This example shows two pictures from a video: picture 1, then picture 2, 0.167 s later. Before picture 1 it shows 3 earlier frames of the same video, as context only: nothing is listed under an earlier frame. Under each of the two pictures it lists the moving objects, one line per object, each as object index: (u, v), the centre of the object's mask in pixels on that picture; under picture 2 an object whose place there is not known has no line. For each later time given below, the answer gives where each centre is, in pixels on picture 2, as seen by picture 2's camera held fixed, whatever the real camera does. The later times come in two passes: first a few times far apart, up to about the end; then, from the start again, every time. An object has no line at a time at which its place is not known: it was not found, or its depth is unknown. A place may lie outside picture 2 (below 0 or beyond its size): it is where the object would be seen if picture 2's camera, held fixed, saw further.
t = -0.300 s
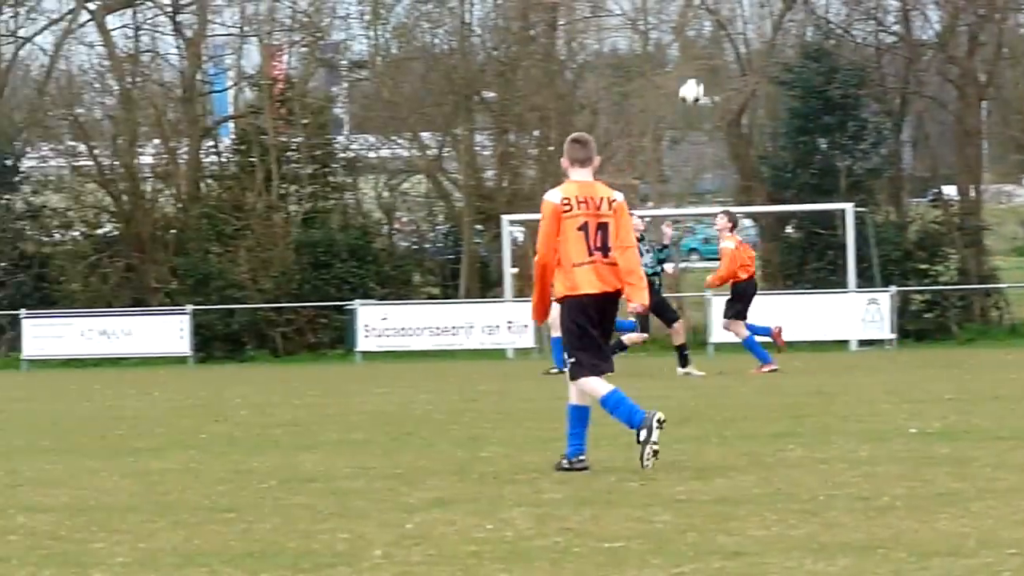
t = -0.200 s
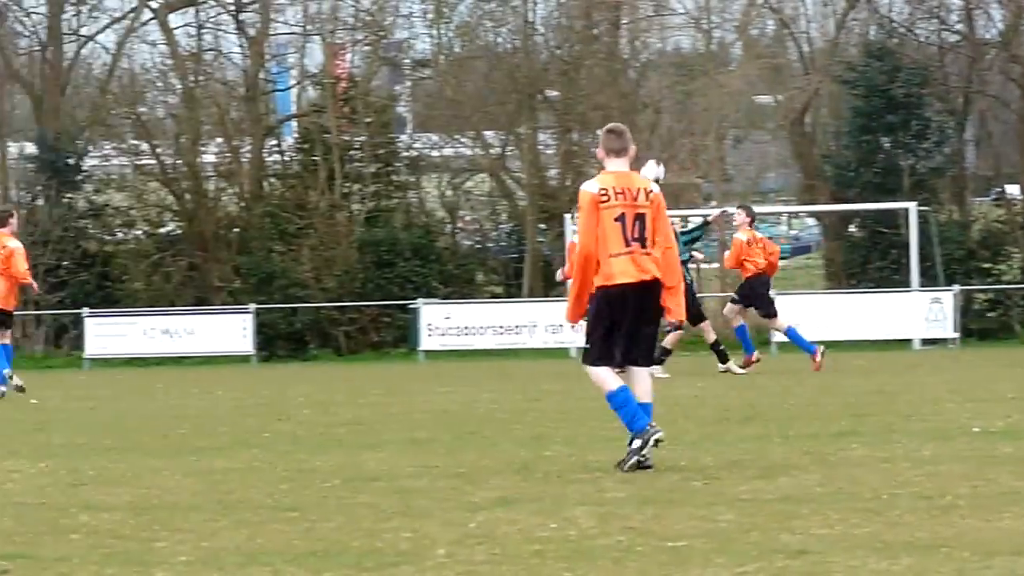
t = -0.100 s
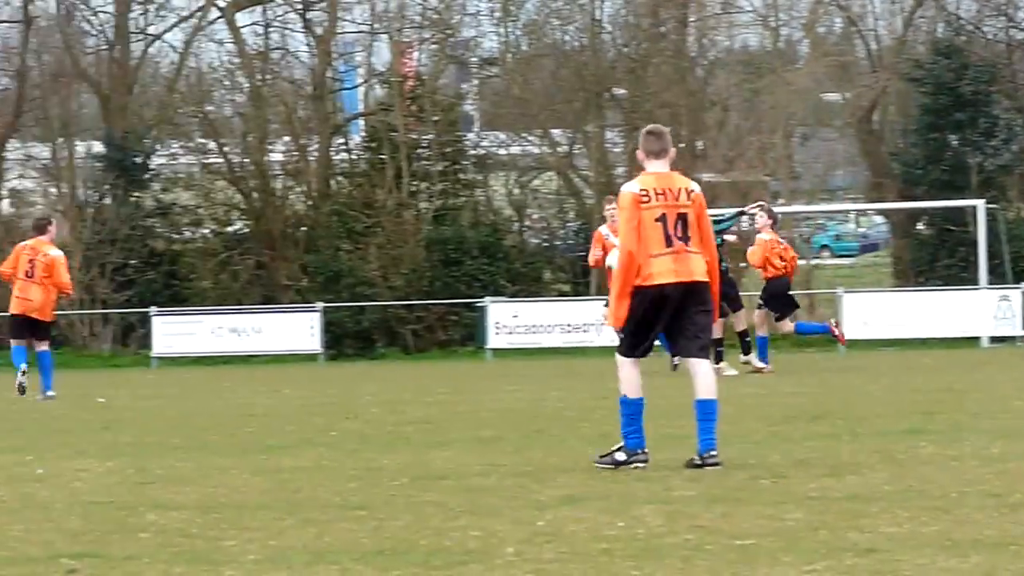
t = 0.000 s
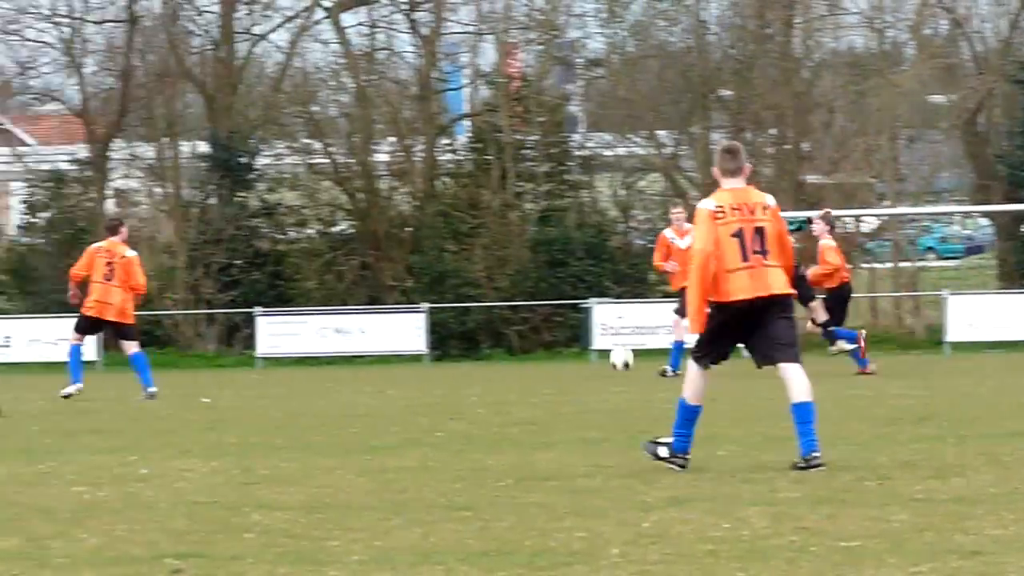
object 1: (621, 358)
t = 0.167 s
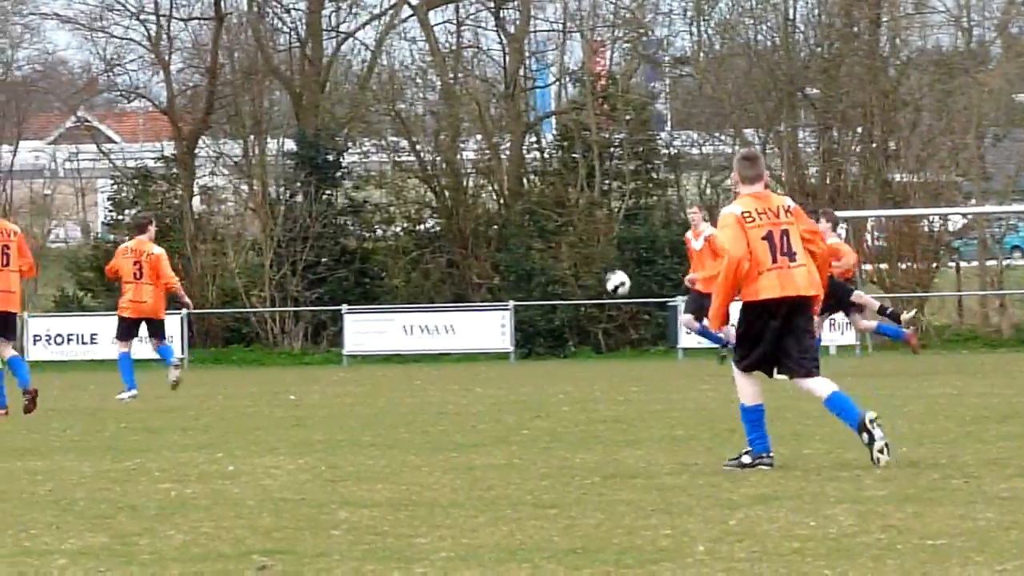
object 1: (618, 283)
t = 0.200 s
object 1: (601, 266)
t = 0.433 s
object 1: (488, 179)
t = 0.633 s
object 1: (392, 149)
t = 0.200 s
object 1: (601, 266)
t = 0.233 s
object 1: (585, 249)
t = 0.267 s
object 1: (569, 235)
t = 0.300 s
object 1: (552, 221)
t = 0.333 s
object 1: (536, 209)
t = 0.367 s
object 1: (520, 198)
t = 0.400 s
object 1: (504, 188)
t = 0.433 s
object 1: (488, 179)
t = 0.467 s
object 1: (472, 171)
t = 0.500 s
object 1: (456, 164)
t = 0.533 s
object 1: (439, 159)
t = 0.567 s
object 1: (424, 155)
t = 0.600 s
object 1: (408, 152)
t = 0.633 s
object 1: (392, 149)
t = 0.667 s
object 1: (376, 149)
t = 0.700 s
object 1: (362, 148)
